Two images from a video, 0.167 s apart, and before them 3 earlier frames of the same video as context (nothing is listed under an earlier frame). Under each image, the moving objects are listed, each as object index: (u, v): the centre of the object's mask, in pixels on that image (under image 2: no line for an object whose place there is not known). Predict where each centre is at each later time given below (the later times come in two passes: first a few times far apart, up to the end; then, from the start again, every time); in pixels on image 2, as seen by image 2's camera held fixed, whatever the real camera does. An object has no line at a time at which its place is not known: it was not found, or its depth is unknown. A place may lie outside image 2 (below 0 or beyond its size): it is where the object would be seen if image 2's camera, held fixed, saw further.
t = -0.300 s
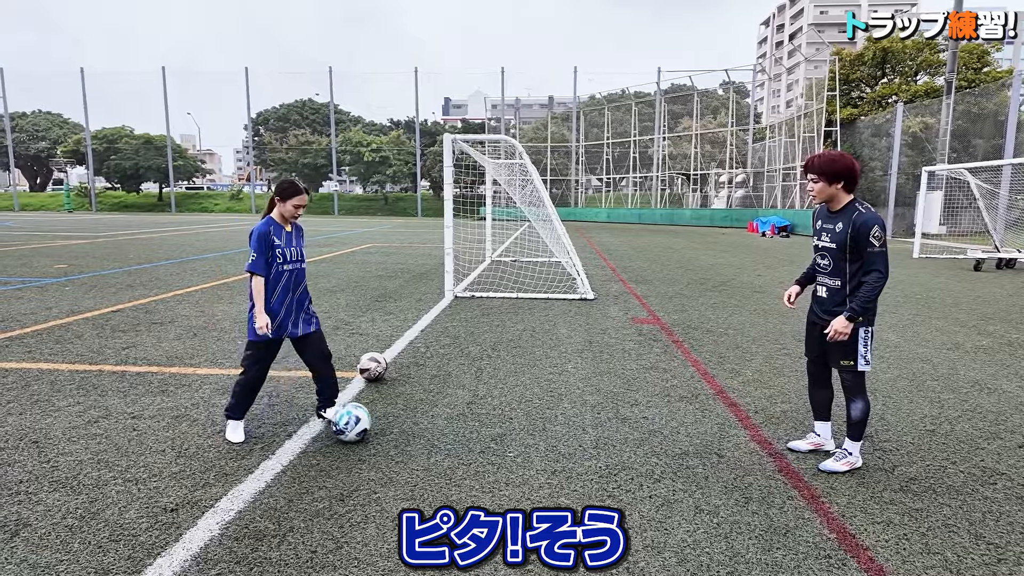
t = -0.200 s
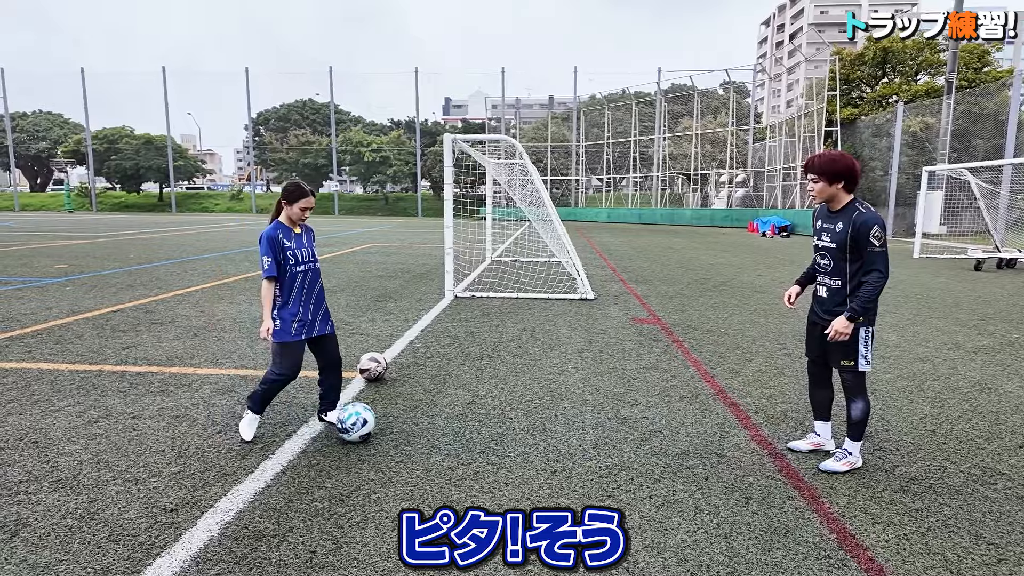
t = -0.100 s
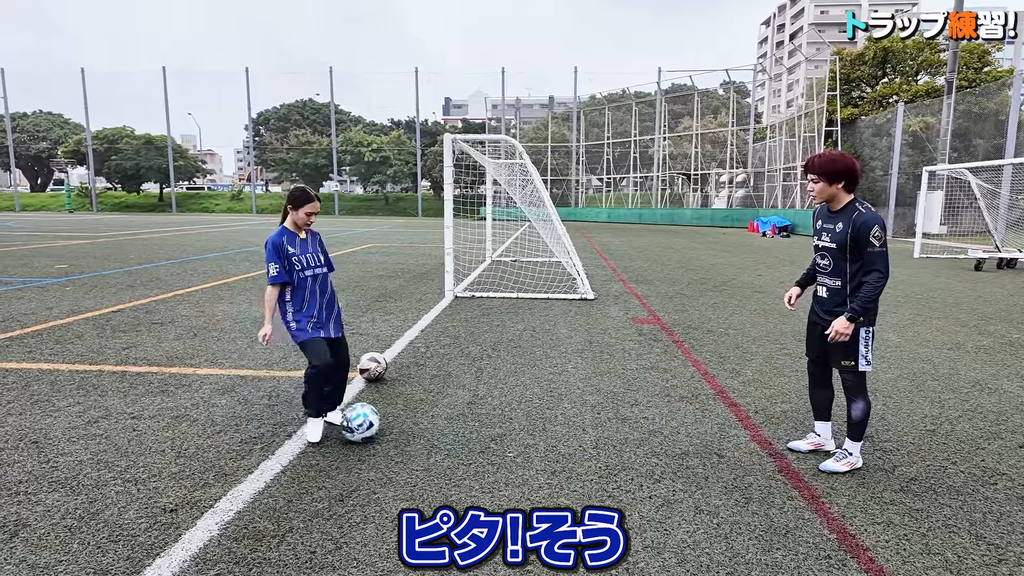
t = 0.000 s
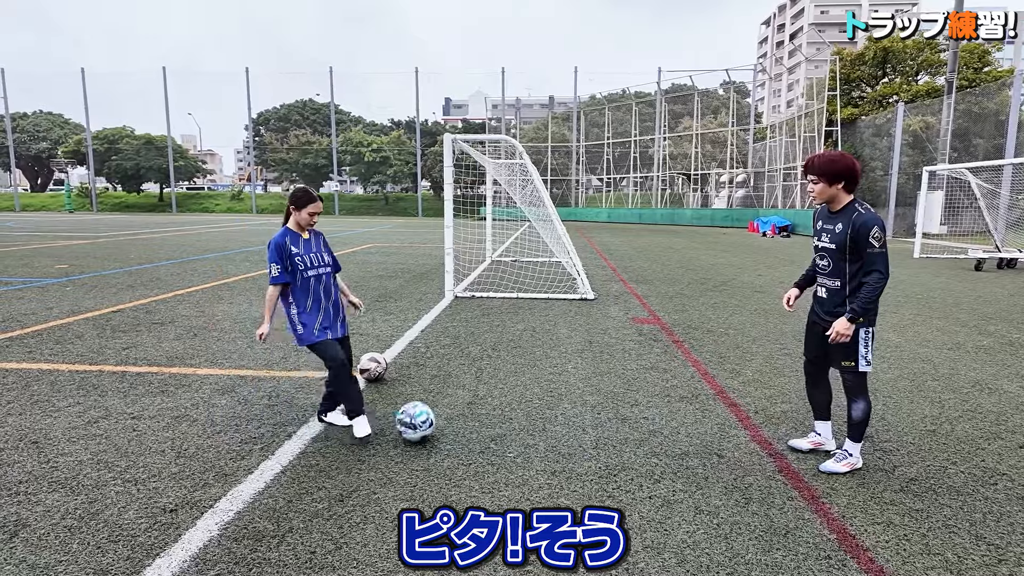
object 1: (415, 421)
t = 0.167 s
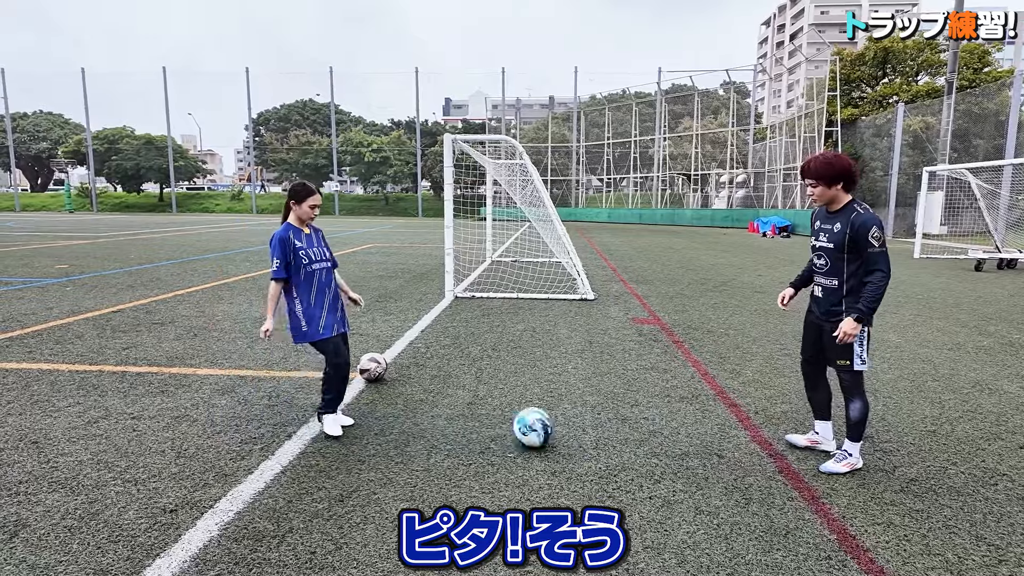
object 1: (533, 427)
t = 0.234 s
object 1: (569, 425)
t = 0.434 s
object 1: (670, 432)
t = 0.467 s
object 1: (686, 431)
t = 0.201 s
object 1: (551, 425)
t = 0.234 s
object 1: (569, 425)
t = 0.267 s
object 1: (588, 427)
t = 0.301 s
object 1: (606, 429)
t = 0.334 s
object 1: (622, 428)
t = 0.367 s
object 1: (638, 429)
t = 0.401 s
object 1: (654, 431)
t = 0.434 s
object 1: (670, 432)
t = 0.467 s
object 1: (686, 431)
